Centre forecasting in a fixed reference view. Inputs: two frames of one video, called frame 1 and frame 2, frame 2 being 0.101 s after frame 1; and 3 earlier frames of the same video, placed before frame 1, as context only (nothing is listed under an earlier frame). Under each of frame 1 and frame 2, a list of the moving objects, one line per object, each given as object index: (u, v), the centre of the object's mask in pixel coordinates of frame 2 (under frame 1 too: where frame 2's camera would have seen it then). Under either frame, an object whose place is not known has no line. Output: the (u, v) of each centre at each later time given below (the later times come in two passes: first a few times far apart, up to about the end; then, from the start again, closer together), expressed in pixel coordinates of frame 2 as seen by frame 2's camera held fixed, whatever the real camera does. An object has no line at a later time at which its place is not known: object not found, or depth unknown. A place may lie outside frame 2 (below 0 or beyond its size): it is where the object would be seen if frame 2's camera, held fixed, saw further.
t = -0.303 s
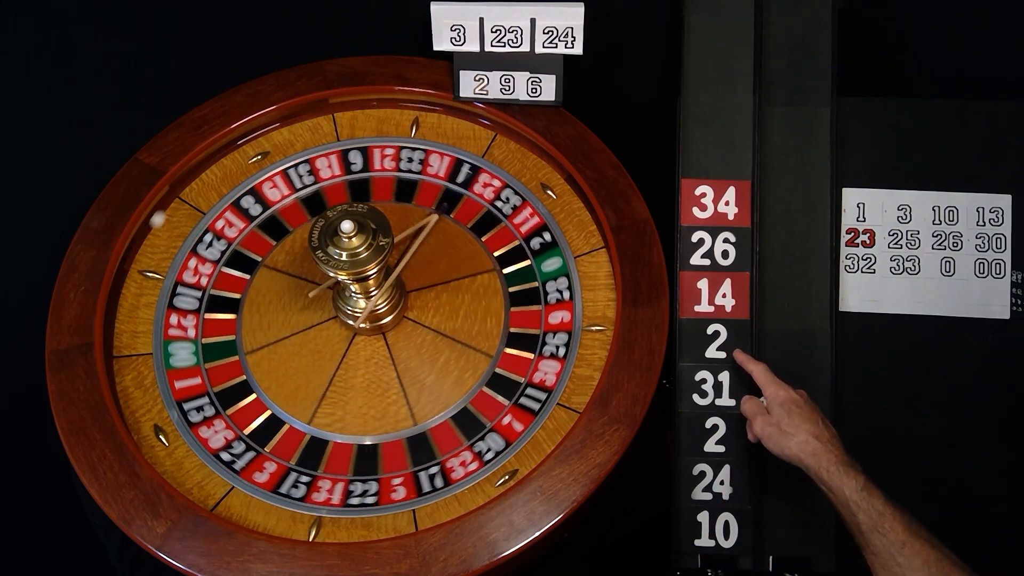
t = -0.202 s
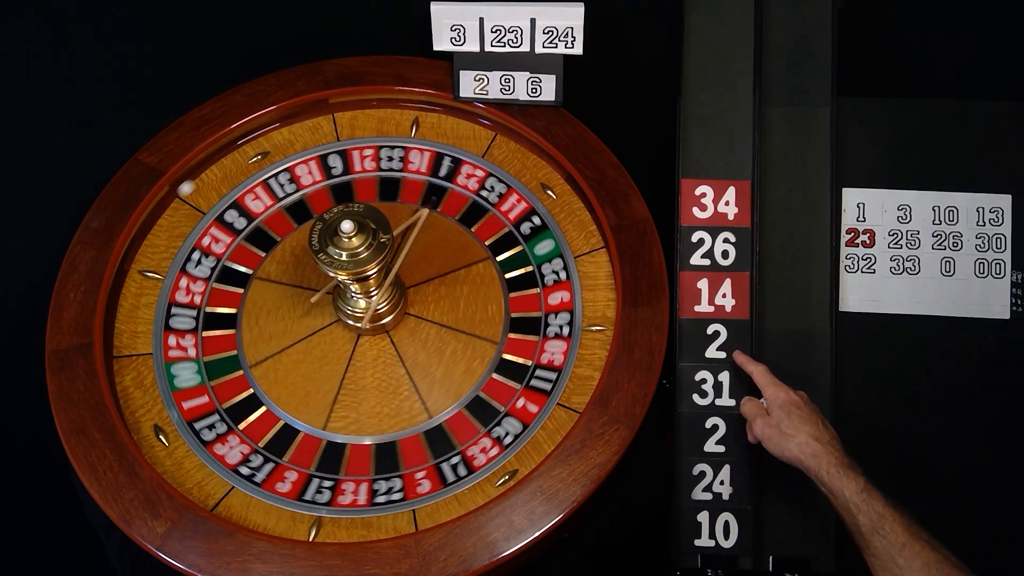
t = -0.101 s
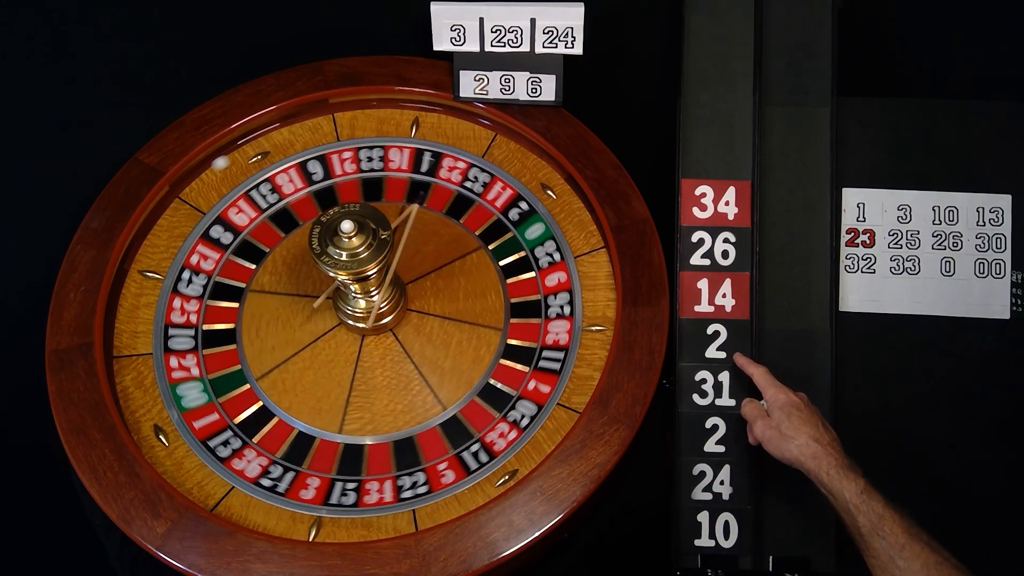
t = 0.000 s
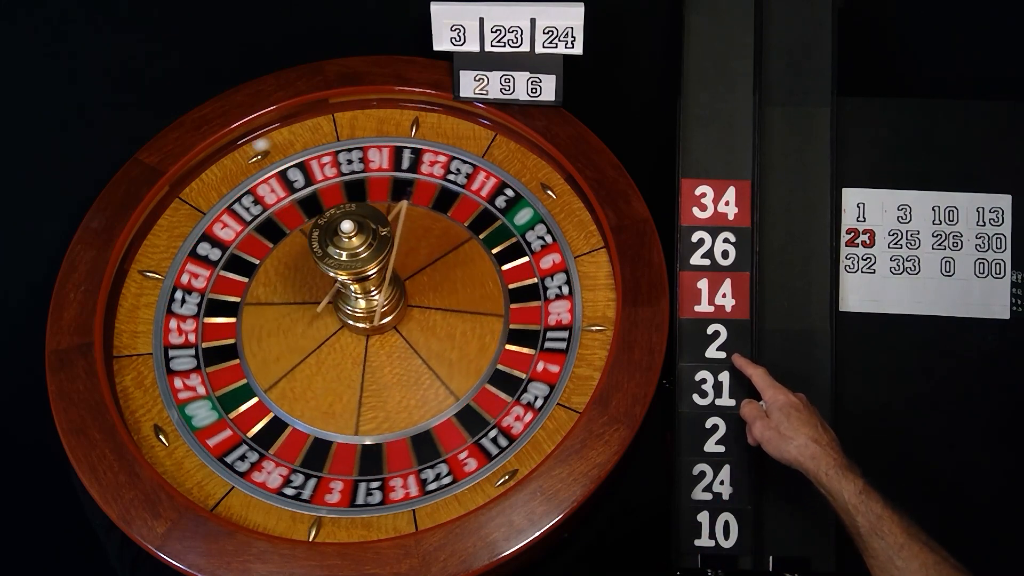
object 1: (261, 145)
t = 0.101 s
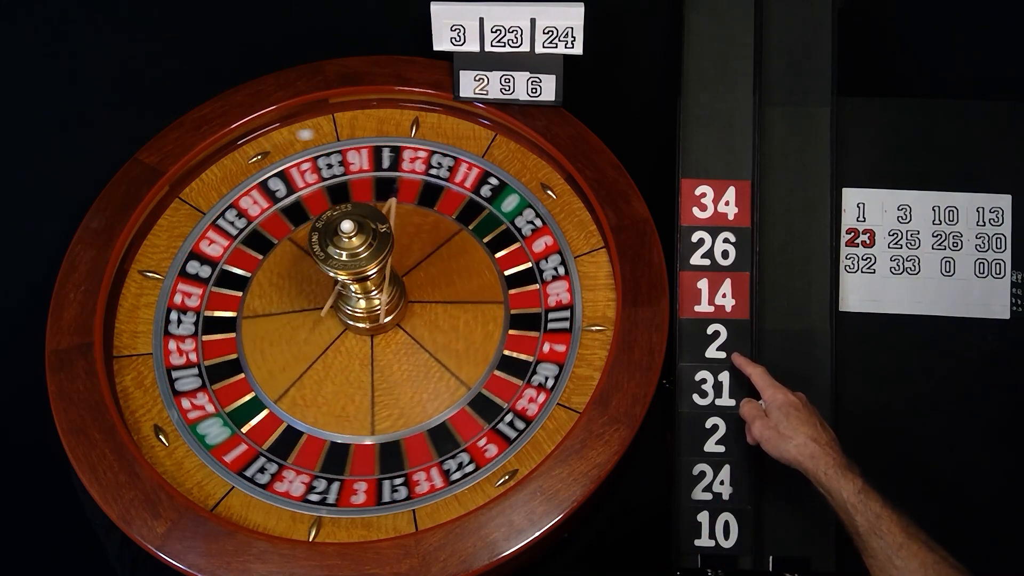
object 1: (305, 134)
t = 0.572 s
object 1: (460, 204)
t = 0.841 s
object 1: (482, 272)
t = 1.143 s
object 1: (521, 289)
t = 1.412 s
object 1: (501, 280)
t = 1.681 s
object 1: (509, 252)
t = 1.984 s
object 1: (482, 208)
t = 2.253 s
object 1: (445, 194)
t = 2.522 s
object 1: (407, 184)
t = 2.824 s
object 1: (357, 181)
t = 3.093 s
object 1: (309, 194)
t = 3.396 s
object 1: (262, 223)
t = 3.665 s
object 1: (231, 258)
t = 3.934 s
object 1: (211, 300)
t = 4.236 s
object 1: (207, 350)
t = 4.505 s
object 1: (221, 394)
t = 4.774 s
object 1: (253, 433)
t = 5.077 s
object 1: (302, 460)
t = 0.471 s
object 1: (466, 194)
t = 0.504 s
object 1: (466, 195)
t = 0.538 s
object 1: (463, 198)
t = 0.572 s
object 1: (460, 204)
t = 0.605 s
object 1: (458, 215)
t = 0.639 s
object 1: (456, 230)
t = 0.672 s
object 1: (456, 241)
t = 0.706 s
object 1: (460, 244)
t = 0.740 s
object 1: (465, 251)
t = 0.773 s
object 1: (470, 260)
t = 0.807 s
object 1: (476, 265)
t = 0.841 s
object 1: (482, 272)
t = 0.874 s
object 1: (490, 277)
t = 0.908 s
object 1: (499, 282)
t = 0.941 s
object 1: (507, 288)
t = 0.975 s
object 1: (516, 295)
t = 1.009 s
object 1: (522, 291)
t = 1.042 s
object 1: (526, 287)
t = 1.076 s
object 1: (531, 286)
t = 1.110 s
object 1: (532, 287)
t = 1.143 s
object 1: (521, 289)
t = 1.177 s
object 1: (511, 289)
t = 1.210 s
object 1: (508, 287)
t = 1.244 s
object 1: (509, 286)
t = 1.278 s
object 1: (509, 288)
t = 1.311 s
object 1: (509, 286)
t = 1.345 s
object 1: (509, 287)
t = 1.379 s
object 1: (505, 283)
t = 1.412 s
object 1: (501, 280)
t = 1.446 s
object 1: (500, 276)
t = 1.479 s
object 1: (499, 273)
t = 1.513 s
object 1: (499, 269)
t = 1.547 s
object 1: (500, 265)
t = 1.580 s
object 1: (502, 260)
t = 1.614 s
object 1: (505, 257)
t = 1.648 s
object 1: (507, 255)
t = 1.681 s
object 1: (509, 252)
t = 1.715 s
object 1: (511, 250)
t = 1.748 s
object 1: (512, 245)
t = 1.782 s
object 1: (511, 240)
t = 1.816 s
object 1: (508, 234)
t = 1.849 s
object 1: (503, 228)
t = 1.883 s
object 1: (497, 223)
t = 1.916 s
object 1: (492, 218)
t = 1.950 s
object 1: (487, 213)
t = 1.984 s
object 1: (482, 208)
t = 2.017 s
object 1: (478, 206)
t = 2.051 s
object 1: (474, 204)
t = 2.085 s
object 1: (469, 203)
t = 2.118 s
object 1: (464, 201)
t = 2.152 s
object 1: (459, 199)
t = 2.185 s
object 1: (455, 197)
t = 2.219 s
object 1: (450, 196)
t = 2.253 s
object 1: (445, 194)
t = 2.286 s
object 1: (441, 193)
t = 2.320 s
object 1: (436, 191)
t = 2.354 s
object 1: (431, 190)
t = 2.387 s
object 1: (426, 189)
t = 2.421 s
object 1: (421, 187)
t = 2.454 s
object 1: (416, 186)
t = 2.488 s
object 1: (411, 185)
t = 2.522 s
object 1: (407, 184)
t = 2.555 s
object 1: (401, 183)
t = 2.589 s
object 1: (397, 182)
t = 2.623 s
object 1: (391, 181)
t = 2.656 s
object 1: (386, 181)
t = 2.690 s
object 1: (381, 180)
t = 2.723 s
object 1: (376, 179)
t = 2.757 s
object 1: (369, 179)
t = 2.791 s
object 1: (363, 180)
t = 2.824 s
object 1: (357, 181)
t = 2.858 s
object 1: (351, 181)
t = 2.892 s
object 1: (344, 183)
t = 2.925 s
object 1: (338, 184)
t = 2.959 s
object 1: (332, 186)
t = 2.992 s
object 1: (326, 187)
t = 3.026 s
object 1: (320, 190)
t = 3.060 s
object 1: (314, 192)
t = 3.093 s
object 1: (309, 194)
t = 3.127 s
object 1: (303, 197)
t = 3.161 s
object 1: (297, 200)
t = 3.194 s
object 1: (292, 203)
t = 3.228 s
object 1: (287, 206)
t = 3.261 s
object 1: (281, 209)
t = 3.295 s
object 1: (276, 212)
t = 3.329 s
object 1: (271, 216)
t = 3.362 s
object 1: (266, 220)
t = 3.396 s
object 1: (262, 223)
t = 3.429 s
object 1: (257, 227)
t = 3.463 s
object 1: (253, 231)
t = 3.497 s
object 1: (249, 235)
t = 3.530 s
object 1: (245, 240)
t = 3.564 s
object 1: (241, 244)
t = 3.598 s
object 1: (237, 249)
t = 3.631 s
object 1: (234, 253)
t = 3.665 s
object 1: (231, 258)
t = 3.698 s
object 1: (227, 263)
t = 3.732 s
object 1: (225, 268)
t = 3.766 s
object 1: (222, 273)
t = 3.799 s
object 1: (219, 279)
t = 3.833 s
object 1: (217, 284)
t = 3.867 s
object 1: (215, 289)
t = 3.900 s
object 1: (213, 295)
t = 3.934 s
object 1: (211, 300)
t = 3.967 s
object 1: (210, 306)
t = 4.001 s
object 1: (209, 311)
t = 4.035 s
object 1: (208, 317)
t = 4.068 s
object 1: (207, 322)
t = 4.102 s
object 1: (207, 328)
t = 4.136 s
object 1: (207, 334)
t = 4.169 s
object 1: (207, 340)
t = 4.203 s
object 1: (207, 345)
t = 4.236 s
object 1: (207, 350)
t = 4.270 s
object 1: (208, 356)
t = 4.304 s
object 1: (209, 362)
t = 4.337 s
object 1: (211, 367)
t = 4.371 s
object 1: (212, 373)
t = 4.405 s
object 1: (214, 378)
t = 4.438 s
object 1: (216, 384)
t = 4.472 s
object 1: (219, 389)
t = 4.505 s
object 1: (221, 394)
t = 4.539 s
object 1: (224, 400)
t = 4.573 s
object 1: (227, 404)
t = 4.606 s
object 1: (231, 409)
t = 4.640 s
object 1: (235, 415)
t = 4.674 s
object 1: (239, 420)
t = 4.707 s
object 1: (244, 424)
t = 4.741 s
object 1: (248, 428)
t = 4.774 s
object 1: (253, 433)
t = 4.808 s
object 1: (258, 437)
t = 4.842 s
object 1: (263, 440)
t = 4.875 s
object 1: (268, 443)
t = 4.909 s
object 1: (273, 446)
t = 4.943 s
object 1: (278, 450)
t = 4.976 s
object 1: (284, 452)
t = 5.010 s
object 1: (290, 455)
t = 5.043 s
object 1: (296, 458)
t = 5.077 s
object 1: (302, 460)
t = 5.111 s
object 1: (309, 462)
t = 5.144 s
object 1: (315, 463)
